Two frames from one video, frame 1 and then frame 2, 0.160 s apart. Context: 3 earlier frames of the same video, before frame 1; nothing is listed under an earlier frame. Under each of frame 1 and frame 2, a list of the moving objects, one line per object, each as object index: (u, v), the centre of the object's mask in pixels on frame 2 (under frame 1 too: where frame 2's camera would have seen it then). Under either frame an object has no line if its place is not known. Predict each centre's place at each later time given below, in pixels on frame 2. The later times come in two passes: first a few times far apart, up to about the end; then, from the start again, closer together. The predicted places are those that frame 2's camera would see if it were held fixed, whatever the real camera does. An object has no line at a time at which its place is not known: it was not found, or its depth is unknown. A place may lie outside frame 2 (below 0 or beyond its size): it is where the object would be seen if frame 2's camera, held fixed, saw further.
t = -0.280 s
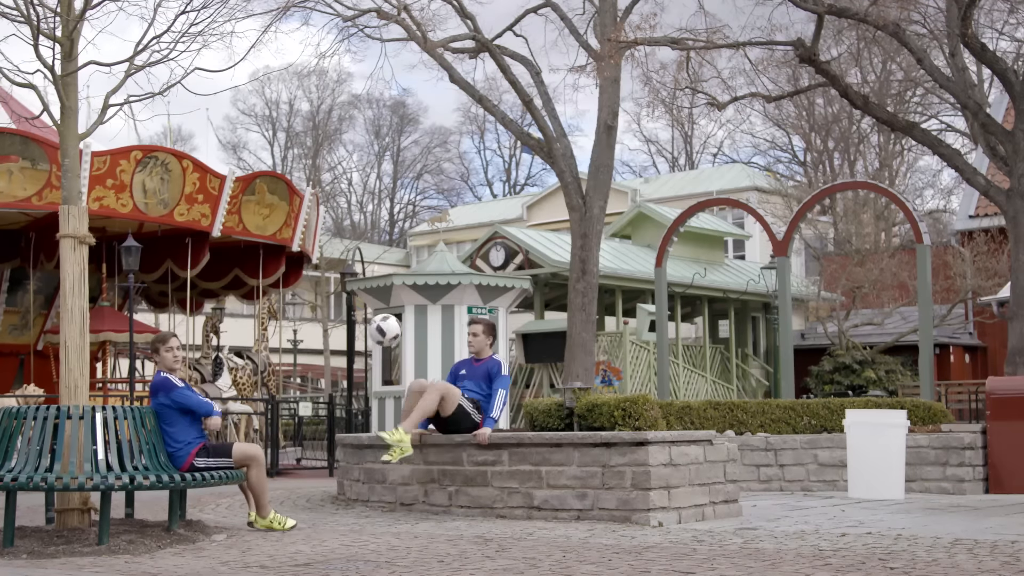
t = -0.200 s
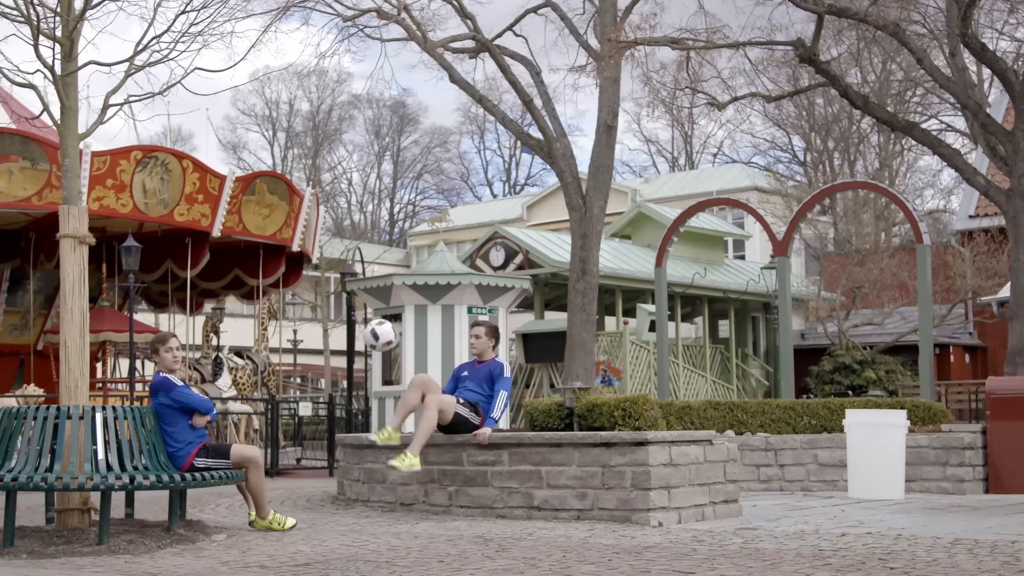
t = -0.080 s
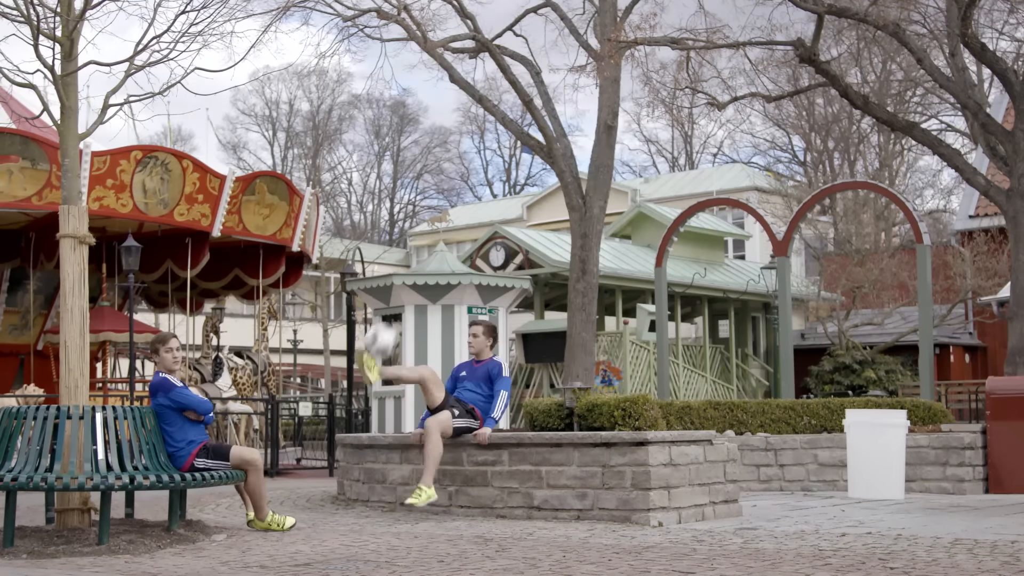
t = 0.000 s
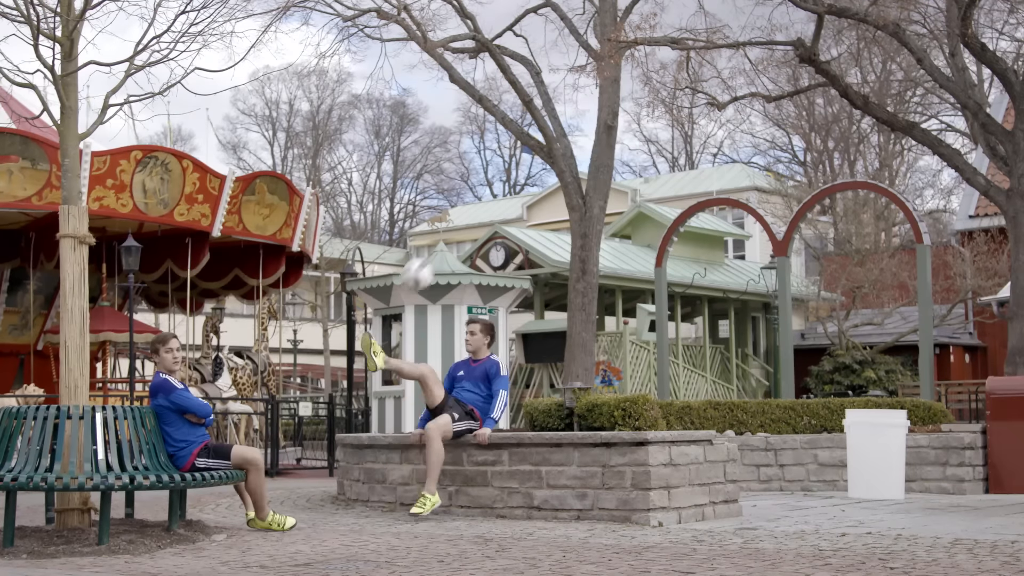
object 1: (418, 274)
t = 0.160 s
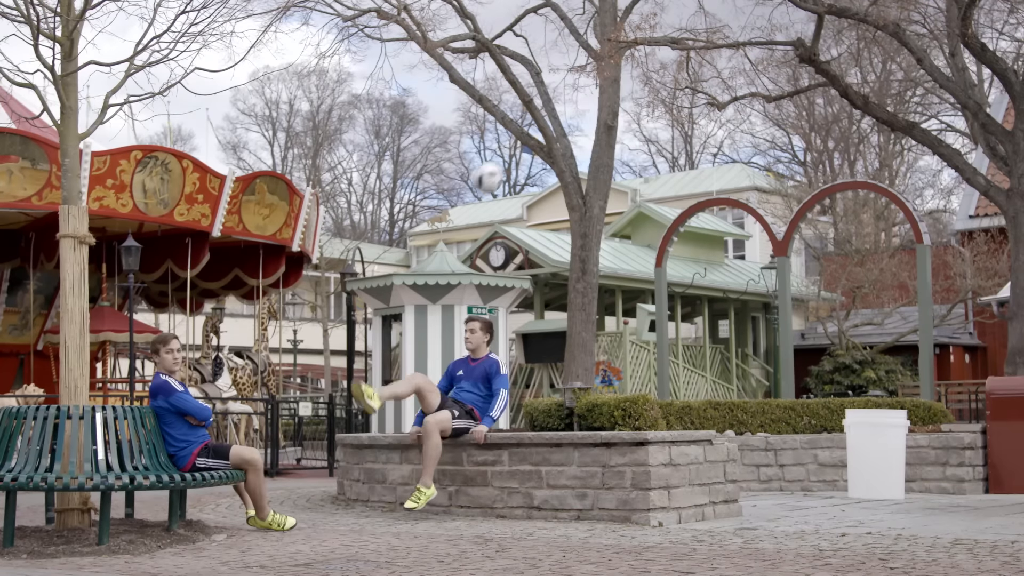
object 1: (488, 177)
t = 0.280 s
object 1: (537, 132)
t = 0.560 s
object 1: (646, 102)
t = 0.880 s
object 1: (762, 189)
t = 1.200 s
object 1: (870, 393)
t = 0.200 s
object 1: (505, 159)
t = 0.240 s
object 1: (521, 144)
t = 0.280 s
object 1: (537, 132)
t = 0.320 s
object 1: (552, 121)
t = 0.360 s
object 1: (568, 112)
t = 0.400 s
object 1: (585, 106)
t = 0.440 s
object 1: (601, 101)
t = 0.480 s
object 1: (615, 99)
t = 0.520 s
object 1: (632, 99)
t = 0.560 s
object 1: (646, 102)
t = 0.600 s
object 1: (661, 106)
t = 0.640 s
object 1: (676, 112)
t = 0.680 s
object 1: (691, 120)
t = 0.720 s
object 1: (706, 131)
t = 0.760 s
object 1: (721, 142)
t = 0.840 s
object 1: (748, 173)
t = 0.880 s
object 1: (762, 189)
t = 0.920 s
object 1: (776, 209)
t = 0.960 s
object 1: (789, 230)
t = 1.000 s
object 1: (804, 252)
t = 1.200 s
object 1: (870, 393)
